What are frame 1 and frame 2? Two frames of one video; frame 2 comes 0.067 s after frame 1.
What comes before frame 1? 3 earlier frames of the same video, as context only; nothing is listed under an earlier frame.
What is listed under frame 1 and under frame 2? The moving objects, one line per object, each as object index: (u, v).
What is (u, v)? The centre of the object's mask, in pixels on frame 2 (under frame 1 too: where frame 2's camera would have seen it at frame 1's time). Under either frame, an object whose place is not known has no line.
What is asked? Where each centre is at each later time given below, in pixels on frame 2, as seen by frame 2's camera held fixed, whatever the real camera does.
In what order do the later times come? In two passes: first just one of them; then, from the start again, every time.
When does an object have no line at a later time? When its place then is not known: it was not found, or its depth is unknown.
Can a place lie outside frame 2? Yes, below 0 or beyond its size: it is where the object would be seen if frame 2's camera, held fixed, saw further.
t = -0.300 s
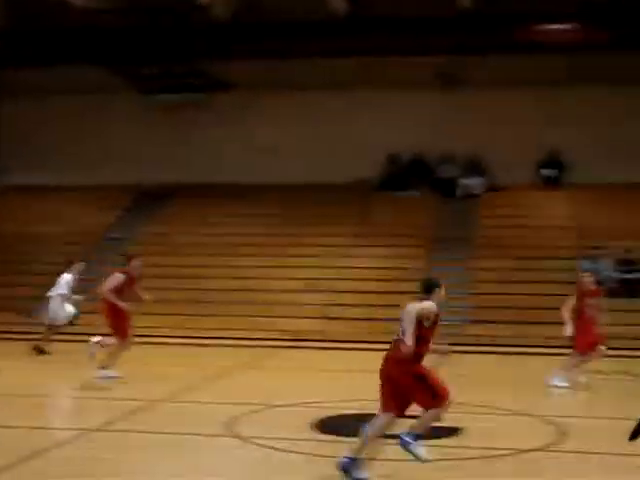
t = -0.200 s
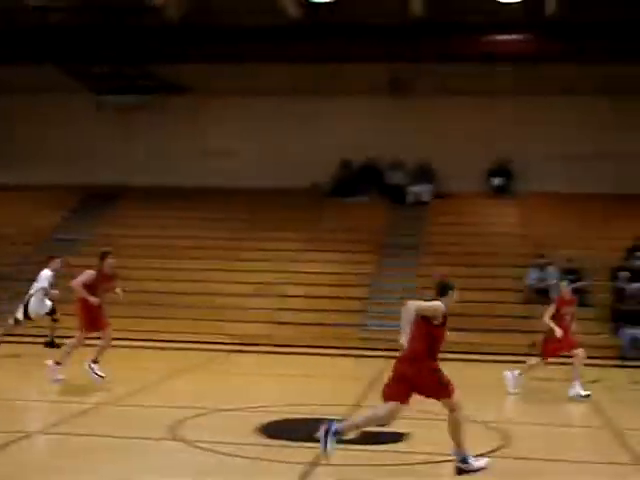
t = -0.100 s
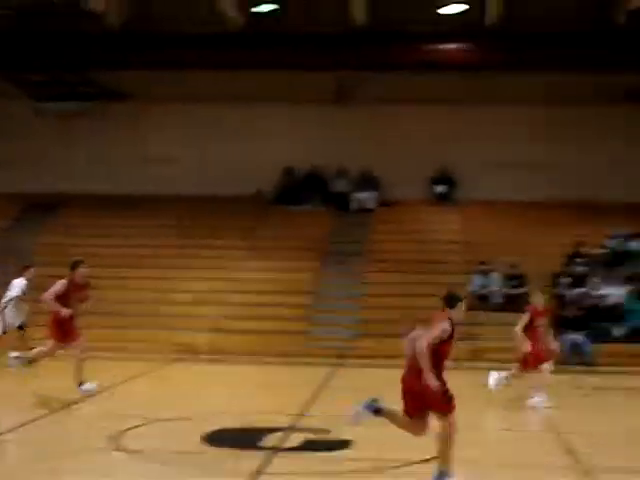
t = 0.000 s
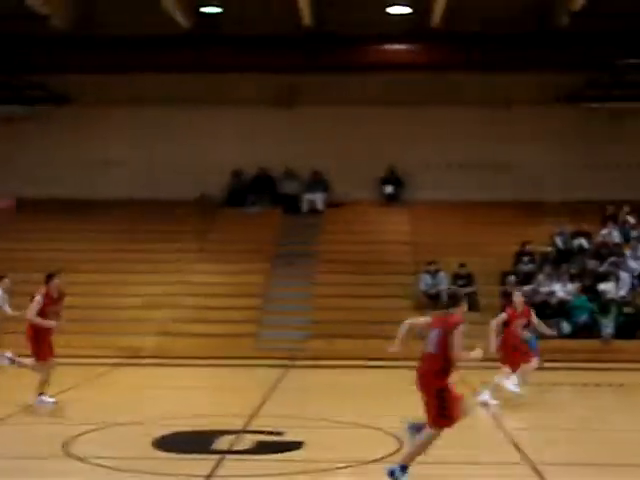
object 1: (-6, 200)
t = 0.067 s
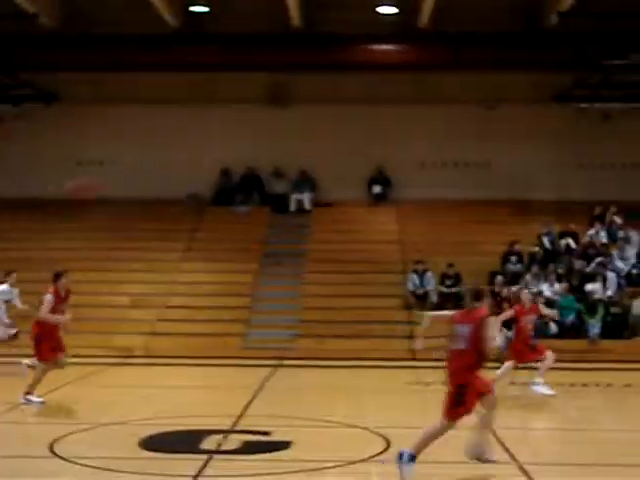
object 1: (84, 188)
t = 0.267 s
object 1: (320, 152)
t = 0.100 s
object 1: (124, 179)
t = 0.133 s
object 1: (159, 172)
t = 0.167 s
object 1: (197, 166)
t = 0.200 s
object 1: (237, 160)
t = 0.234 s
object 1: (278, 156)
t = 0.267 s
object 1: (320, 152)
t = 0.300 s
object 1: (353, 150)
